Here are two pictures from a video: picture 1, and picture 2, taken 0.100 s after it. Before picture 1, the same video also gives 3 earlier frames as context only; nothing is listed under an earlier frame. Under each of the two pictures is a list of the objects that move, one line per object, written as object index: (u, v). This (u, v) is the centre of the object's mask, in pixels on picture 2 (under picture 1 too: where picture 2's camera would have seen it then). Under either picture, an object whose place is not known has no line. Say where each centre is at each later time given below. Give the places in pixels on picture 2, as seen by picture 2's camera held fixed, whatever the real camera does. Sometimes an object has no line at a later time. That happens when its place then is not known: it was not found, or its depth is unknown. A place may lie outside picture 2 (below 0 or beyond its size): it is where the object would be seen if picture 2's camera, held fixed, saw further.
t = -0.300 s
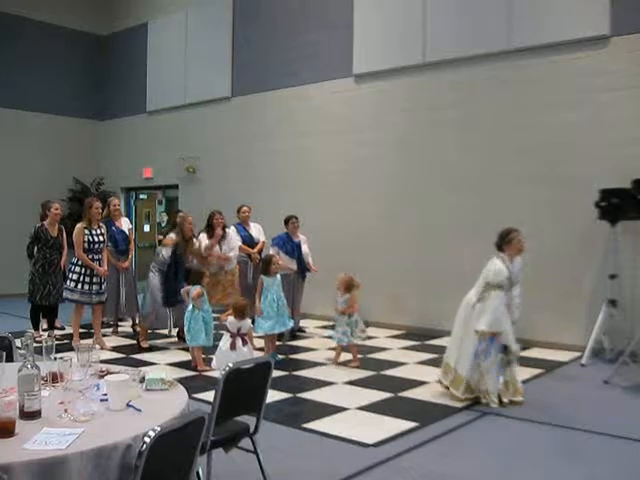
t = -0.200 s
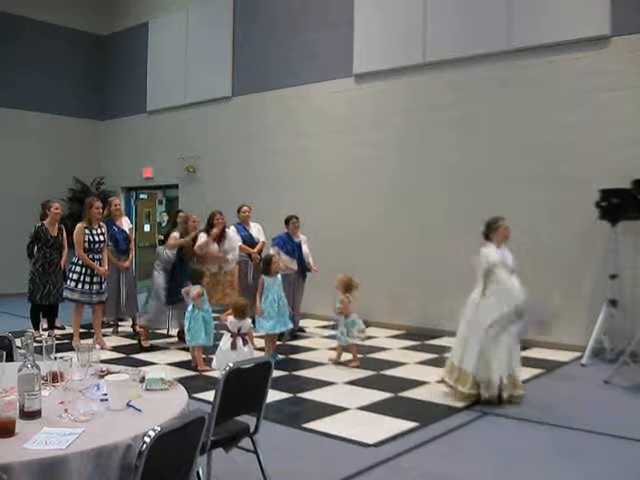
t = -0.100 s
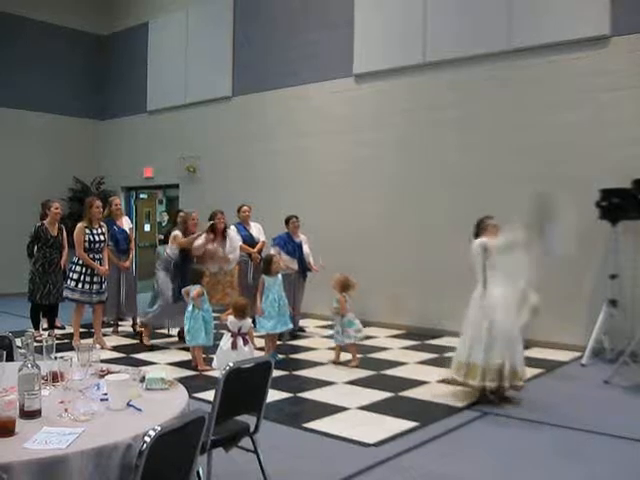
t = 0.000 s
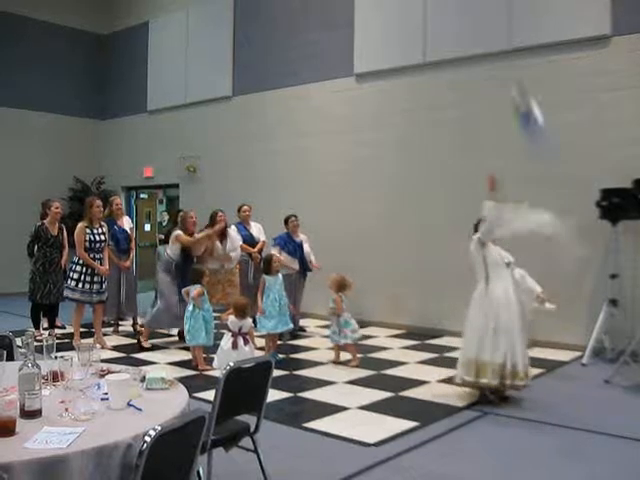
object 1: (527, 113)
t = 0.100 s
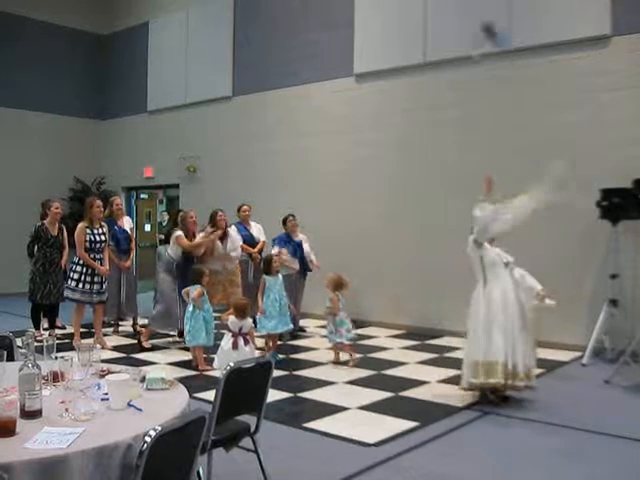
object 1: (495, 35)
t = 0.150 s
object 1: (484, 11)
